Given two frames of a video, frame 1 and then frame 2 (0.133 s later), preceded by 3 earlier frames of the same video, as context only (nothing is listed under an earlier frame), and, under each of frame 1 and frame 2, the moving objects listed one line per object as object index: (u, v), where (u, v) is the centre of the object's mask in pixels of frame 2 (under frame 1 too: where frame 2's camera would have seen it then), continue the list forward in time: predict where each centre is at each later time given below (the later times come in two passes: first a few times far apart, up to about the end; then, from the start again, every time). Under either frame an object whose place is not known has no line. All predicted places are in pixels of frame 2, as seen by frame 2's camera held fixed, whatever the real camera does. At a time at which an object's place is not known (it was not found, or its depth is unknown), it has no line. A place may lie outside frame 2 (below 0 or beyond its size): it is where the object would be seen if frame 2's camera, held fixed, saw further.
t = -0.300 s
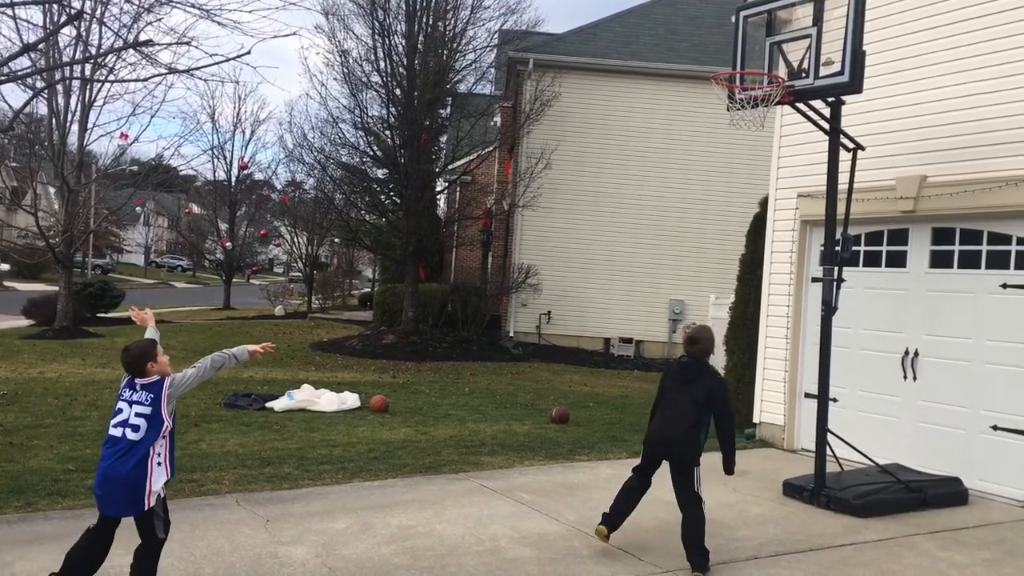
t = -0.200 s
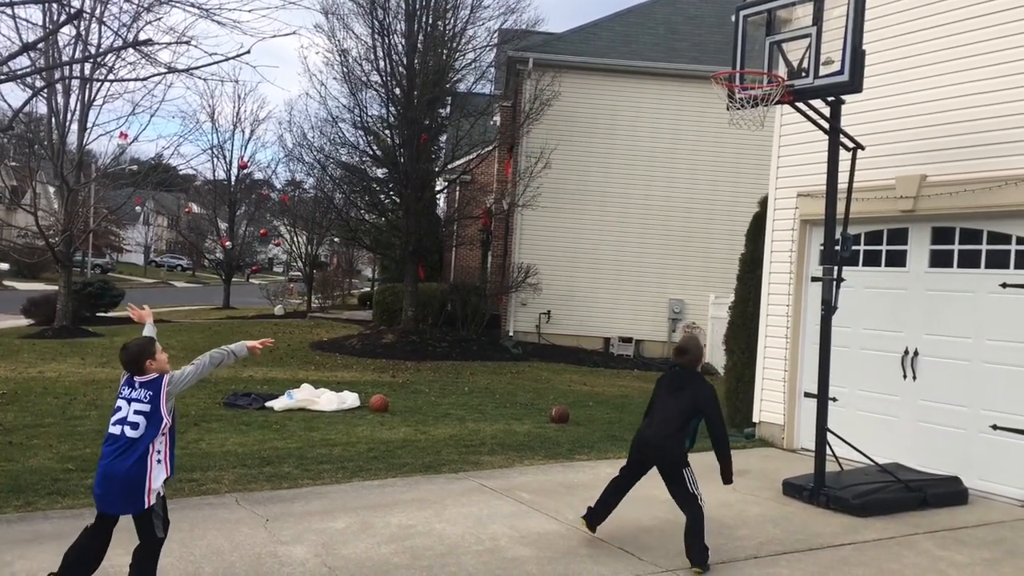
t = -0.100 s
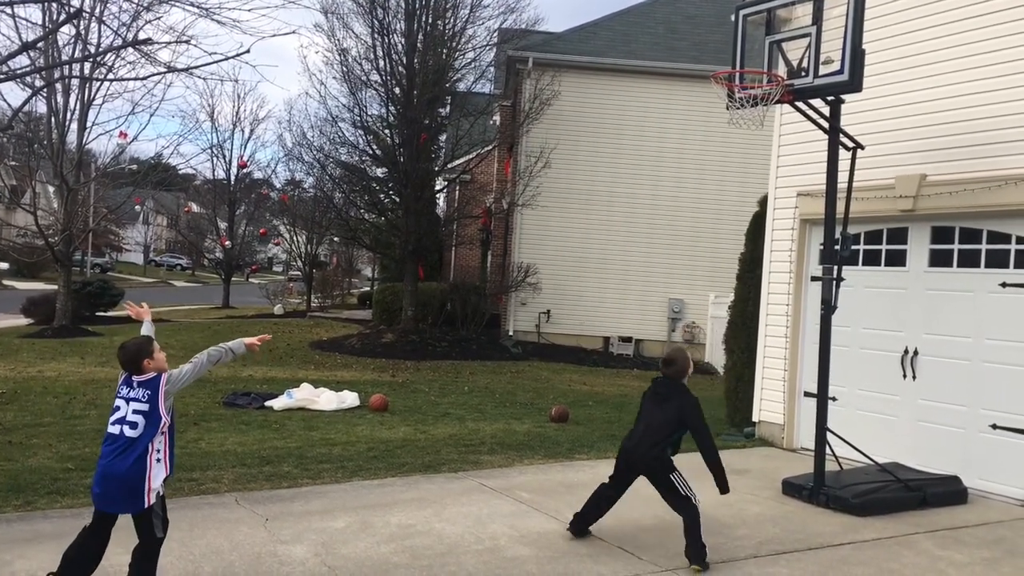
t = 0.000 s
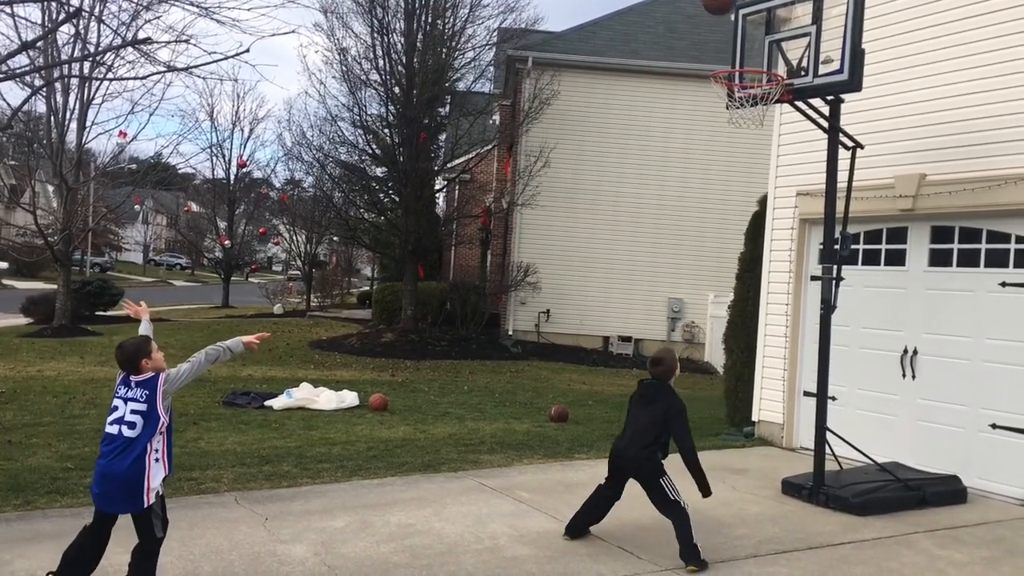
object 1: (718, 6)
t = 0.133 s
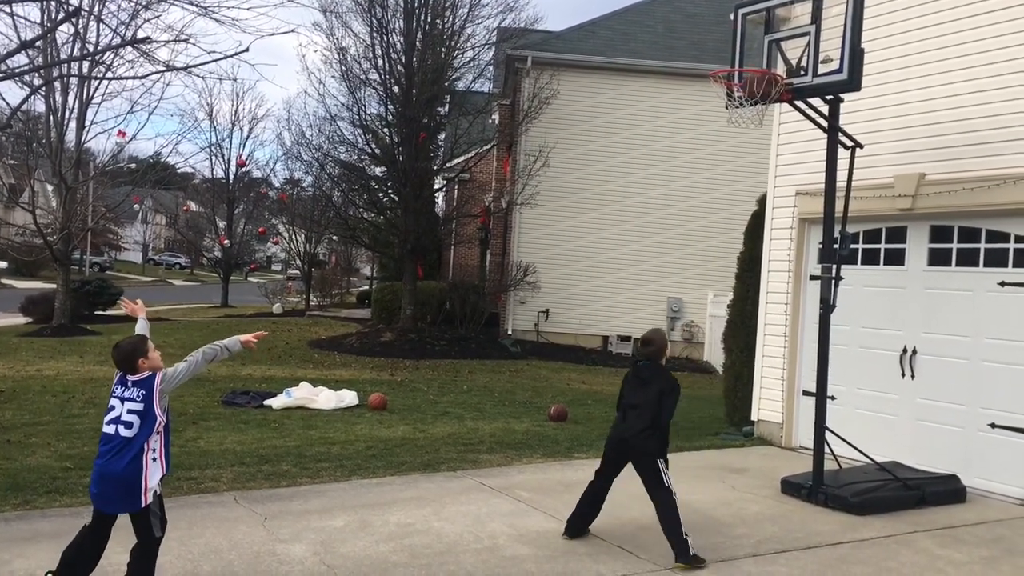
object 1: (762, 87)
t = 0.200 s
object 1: (766, 117)
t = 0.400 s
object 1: (733, 139)
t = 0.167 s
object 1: (769, 105)
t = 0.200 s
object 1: (766, 117)
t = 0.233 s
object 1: (763, 118)
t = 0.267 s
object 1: (758, 119)
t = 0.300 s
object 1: (751, 120)
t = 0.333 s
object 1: (745, 124)
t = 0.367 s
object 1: (739, 130)
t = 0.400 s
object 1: (733, 139)
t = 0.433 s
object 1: (728, 149)
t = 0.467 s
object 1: (722, 160)
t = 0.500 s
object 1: (716, 173)
